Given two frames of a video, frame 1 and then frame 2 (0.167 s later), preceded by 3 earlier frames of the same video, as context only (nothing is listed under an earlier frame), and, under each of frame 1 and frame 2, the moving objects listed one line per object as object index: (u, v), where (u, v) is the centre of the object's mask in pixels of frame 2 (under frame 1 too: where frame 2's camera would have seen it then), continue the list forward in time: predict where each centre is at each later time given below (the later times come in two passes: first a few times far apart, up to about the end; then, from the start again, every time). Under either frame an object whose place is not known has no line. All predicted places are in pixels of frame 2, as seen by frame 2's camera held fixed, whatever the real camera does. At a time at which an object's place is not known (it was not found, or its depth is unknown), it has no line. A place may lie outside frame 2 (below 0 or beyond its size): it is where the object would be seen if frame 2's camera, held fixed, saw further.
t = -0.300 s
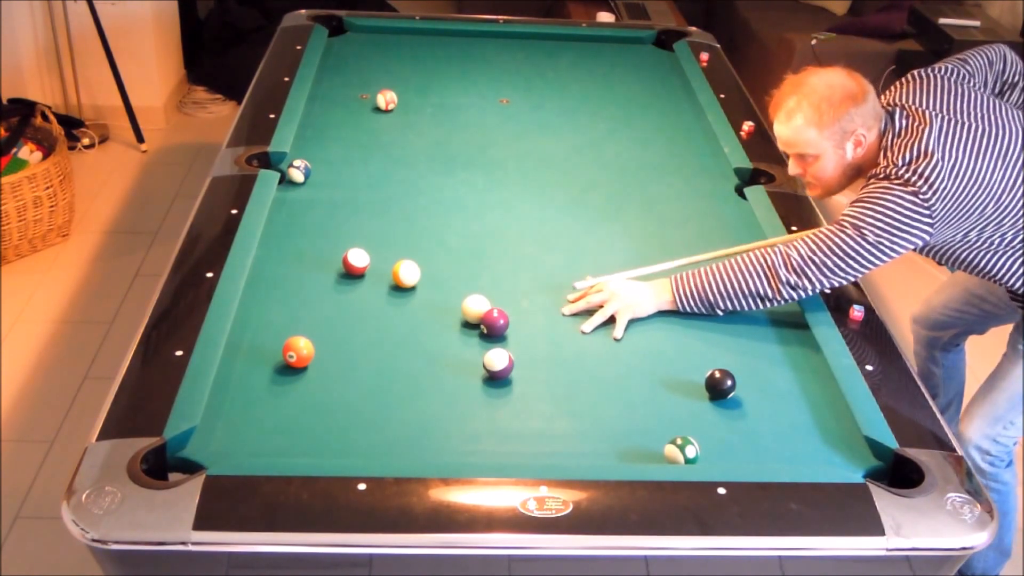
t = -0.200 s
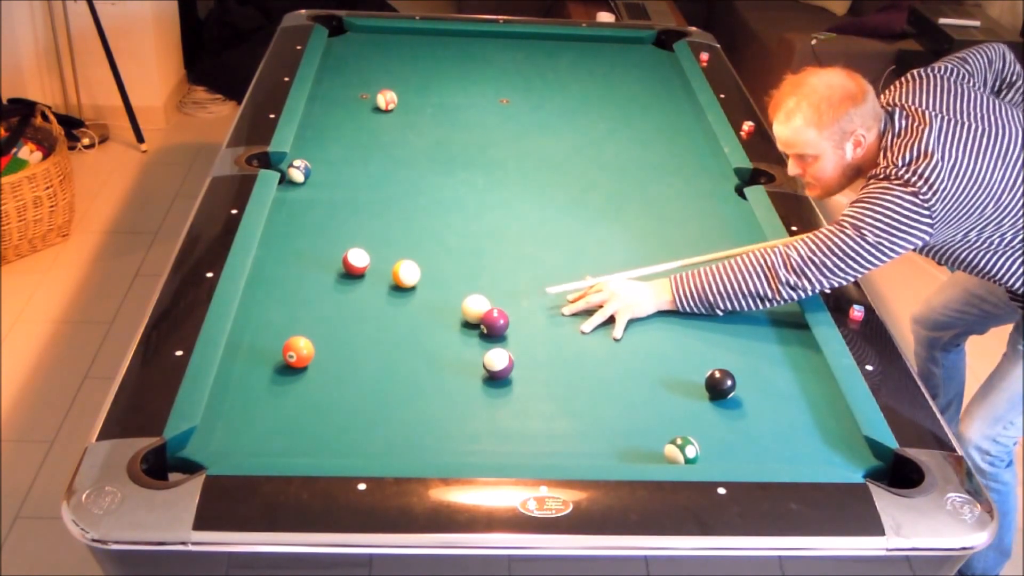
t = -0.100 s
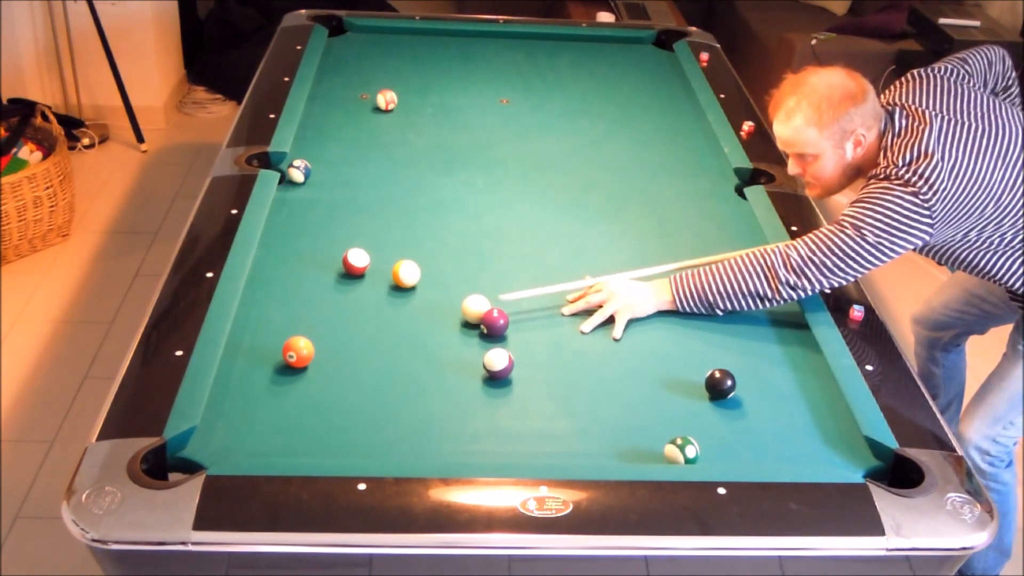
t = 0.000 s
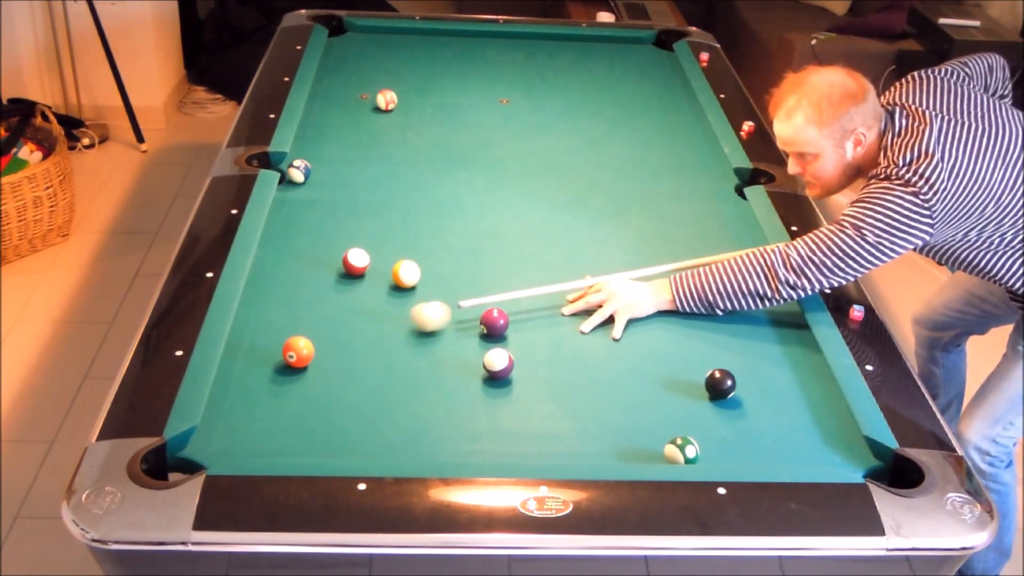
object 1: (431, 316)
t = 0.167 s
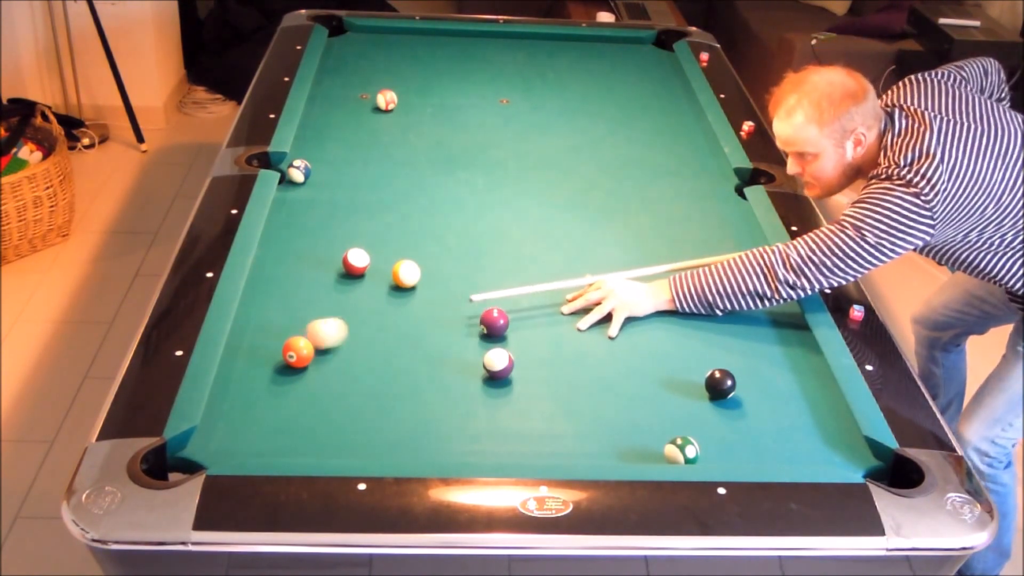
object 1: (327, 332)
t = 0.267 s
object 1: (276, 330)
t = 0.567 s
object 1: (313, 311)
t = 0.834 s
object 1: (380, 295)
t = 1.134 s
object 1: (449, 282)
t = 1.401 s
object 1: (505, 274)
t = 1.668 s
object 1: (557, 267)
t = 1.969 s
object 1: (609, 260)
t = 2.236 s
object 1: (651, 255)
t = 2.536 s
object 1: (695, 250)
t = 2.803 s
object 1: (729, 245)
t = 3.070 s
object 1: (752, 241)
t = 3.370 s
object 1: (730, 237)
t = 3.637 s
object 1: (712, 234)
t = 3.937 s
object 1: (695, 232)
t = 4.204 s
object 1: (683, 229)
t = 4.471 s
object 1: (673, 227)
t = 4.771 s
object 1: (664, 225)
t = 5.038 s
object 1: (659, 224)
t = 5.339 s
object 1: (657, 224)
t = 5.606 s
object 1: (656, 224)
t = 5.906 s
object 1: (656, 224)
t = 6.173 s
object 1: (656, 224)
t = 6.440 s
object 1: (656, 224)
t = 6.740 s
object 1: (656, 224)
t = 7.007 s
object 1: (656, 224)
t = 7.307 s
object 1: (656, 224)
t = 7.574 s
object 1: (656, 224)
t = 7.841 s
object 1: (656, 224)
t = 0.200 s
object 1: (308, 332)
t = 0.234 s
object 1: (292, 331)
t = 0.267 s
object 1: (276, 330)
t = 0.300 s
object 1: (260, 328)
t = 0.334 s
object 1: (247, 326)
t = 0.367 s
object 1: (257, 324)
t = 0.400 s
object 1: (267, 322)
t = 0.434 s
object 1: (277, 319)
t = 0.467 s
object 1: (286, 317)
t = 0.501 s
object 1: (295, 315)
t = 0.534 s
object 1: (304, 313)
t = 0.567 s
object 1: (313, 311)
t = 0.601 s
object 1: (322, 309)
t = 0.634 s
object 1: (331, 307)
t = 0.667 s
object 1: (339, 305)
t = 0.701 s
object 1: (348, 303)
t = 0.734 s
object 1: (356, 301)
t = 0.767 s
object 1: (364, 299)
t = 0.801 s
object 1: (372, 297)
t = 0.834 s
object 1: (380, 295)
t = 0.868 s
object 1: (388, 293)
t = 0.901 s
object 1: (396, 291)
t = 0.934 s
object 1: (404, 290)
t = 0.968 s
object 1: (411, 287)
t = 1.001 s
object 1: (420, 287)
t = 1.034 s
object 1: (427, 285)
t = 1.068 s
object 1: (434, 284)
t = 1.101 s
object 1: (442, 283)
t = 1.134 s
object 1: (449, 282)
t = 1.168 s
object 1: (456, 281)
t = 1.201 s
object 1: (464, 280)
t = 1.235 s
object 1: (471, 279)
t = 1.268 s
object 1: (478, 278)
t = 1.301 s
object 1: (485, 277)
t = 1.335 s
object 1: (492, 276)
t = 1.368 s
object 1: (498, 275)
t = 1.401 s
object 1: (505, 274)
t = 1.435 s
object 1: (512, 273)
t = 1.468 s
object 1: (519, 272)
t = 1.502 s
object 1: (525, 272)
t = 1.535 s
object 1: (531, 271)
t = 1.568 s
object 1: (538, 270)
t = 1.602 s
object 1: (544, 269)
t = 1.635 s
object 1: (551, 268)
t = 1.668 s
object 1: (557, 267)
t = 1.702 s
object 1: (563, 266)
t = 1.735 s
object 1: (569, 266)
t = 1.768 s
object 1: (575, 265)
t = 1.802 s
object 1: (581, 264)
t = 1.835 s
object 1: (587, 263)
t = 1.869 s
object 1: (592, 263)
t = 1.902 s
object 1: (598, 262)
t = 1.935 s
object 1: (603, 261)
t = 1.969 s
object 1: (609, 260)
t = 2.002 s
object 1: (615, 260)
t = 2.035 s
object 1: (620, 259)
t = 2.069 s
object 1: (625, 258)
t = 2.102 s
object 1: (631, 258)
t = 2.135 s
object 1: (636, 257)
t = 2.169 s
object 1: (641, 256)
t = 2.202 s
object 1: (647, 255)
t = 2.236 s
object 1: (651, 255)
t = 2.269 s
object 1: (657, 254)
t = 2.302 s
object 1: (661, 254)
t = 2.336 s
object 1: (666, 253)
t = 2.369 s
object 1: (671, 253)
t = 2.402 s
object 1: (676, 252)
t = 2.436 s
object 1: (681, 251)
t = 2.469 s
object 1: (685, 251)
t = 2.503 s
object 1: (690, 250)
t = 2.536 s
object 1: (695, 250)
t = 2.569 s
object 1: (699, 249)
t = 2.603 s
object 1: (704, 248)
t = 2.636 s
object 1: (708, 248)
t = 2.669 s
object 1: (712, 247)
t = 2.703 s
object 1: (716, 247)
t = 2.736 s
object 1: (721, 246)
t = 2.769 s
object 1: (725, 246)
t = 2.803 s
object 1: (729, 245)
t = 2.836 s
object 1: (733, 245)
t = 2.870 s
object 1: (737, 244)
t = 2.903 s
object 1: (741, 244)
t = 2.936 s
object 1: (745, 243)
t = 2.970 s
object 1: (749, 242)
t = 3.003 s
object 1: (752, 242)
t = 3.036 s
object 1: (755, 241)
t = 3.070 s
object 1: (752, 241)
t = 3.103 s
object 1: (750, 241)
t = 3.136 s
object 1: (747, 240)
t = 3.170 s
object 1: (744, 240)
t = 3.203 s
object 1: (742, 239)
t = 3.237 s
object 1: (739, 239)
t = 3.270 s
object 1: (737, 239)
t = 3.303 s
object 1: (734, 238)
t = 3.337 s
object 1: (732, 238)
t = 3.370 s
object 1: (730, 237)
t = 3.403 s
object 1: (727, 237)
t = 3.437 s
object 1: (725, 237)
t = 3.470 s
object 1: (723, 236)
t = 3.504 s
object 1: (721, 236)
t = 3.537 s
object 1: (718, 236)
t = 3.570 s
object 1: (716, 235)
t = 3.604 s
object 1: (714, 235)
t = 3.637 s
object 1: (712, 234)
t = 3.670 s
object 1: (710, 234)
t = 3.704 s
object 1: (708, 234)
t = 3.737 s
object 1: (706, 233)
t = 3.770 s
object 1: (704, 233)
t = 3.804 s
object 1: (702, 233)
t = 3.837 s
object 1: (700, 233)
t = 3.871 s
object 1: (699, 232)
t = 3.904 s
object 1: (697, 232)
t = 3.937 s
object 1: (695, 232)
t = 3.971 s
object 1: (693, 231)
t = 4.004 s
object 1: (692, 231)
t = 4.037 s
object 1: (690, 231)
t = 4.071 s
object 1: (688, 230)
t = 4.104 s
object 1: (687, 230)
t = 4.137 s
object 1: (685, 230)
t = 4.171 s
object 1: (684, 230)
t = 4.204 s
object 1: (683, 229)
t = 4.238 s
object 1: (681, 229)
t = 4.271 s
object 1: (680, 229)
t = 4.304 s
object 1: (678, 229)
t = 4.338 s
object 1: (677, 228)
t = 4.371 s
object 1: (676, 228)
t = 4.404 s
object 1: (675, 228)
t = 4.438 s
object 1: (674, 227)
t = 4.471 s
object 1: (673, 227)
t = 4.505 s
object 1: (671, 227)
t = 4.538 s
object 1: (670, 227)
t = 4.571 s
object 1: (669, 227)
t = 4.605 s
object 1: (668, 226)
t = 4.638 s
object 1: (667, 226)
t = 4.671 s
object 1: (667, 226)
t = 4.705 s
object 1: (666, 226)
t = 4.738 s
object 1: (665, 225)
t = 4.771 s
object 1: (664, 225)
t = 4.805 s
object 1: (663, 225)
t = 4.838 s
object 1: (663, 225)
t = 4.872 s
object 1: (662, 225)
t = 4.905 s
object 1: (661, 225)
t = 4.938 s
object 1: (661, 224)
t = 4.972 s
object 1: (660, 224)
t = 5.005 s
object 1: (660, 224)
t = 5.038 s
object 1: (659, 224)
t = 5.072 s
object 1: (659, 224)
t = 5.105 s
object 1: (658, 224)
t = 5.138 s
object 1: (658, 224)
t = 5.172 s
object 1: (657, 224)
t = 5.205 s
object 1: (657, 224)
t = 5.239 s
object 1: (657, 224)
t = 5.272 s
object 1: (657, 224)
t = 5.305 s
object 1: (657, 224)
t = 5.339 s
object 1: (657, 224)
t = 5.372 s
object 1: (657, 224)
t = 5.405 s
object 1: (656, 224)
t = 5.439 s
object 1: (656, 224)
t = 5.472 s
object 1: (656, 224)
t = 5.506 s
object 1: (656, 224)
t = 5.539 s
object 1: (656, 224)
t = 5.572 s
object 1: (656, 224)
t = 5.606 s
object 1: (656, 224)
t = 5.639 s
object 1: (656, 224)
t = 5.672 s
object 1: (656, 224)
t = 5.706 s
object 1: (656, 224)
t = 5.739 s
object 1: (656, 224)
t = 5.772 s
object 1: (656, 224)
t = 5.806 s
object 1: (656, 224)
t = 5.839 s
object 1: (656, 224)
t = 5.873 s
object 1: (656, 224)
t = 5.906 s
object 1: (656, 224)
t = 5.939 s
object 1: (656, 224)
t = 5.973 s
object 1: (656, 224)
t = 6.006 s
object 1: (656, 224)
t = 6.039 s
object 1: (656, 224)
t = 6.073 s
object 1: (656, 224)
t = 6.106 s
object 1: (656, 224)
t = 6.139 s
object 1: (656, 224)
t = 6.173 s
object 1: (656, 224)
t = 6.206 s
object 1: (656, 224)
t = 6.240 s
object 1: (656, 224)
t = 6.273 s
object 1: (656, 224)
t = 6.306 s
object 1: (656, 224)
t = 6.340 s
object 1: (656, 224)
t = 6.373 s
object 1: (656, 224)
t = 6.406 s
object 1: (656, 224)
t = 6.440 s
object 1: (656, 224)
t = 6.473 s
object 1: (656, 224)
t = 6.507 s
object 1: (656, 224)
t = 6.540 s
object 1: (656, 224)
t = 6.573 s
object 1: (656, 224)
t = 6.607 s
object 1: (656, 224)
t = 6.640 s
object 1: (656, 224)
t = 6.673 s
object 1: (656, 224)
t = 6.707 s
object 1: (656, 224)
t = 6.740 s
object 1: (656, 224)
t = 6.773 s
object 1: (656, 224)
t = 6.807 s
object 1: (656, 224)
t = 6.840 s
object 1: (656, 224)
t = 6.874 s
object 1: (656, 224)
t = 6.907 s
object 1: (656, 224)
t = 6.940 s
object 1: (656, 224)
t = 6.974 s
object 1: (656, 224)
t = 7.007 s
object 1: (656, 224)
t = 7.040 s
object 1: (656, 224)
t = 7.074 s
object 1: (656, 224)
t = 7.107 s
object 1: (656, 224)
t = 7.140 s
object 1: (656, 224)
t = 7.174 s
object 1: (656, 224)
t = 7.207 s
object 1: (656, 224)
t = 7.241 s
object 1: (656, 224)
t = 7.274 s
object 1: (656, 224)
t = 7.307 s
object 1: (656, 224)
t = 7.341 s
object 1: (656, 224)
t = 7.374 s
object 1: (656, 224)
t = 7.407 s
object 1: (656, 224)
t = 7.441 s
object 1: (656, 224)
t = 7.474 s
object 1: (656, 224)
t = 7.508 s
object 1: (656, 224)
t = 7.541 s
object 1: (656, 224)
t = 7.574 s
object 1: (656, 224)
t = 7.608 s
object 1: (656, 224)
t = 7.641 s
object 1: (656, 224)
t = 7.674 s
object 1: (656, 224)
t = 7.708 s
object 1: (656, 224)
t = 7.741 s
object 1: (656, 224)
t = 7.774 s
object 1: (656, 224)
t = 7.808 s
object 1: (656, 224)
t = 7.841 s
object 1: (656, 224)
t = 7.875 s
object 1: (656, 224)
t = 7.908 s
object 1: (656, 224)
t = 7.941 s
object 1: (656, 224)
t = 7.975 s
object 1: (656, 224)
